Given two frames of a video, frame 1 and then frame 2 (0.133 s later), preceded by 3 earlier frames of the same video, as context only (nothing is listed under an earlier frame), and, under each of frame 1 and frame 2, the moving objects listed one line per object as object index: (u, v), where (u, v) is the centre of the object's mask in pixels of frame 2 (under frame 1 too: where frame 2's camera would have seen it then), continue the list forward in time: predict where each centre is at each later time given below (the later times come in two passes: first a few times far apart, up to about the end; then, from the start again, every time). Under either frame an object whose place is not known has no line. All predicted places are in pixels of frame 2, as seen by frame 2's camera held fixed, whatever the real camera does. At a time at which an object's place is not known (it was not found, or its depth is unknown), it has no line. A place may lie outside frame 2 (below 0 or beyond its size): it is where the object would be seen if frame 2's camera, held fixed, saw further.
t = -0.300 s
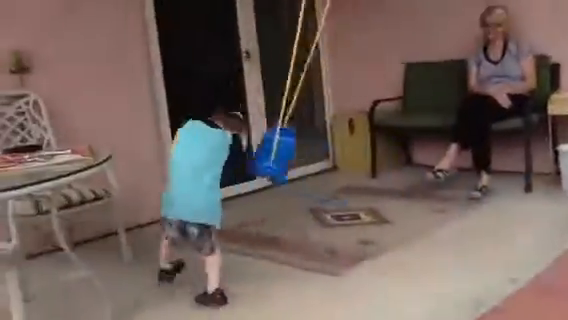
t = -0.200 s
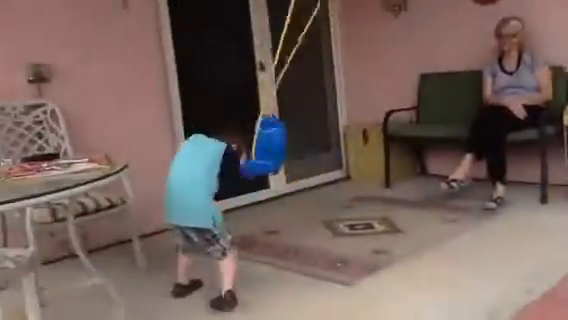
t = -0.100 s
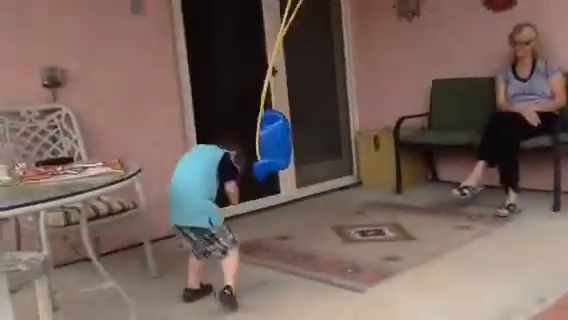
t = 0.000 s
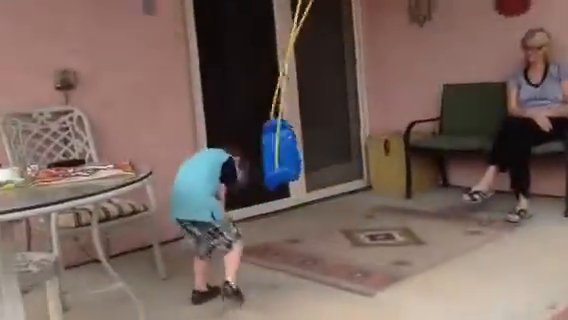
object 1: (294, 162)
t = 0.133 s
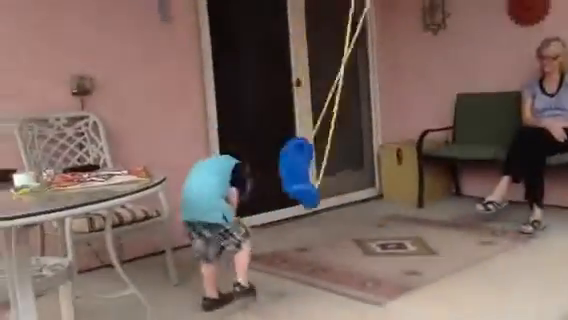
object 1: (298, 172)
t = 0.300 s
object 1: (327, 194)
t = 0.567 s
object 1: (447, 245)
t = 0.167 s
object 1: (304, 175)
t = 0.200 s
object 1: (309, 178)
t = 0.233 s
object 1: (315, 183)
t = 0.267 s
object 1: (321, 188)
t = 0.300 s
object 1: (327, 194)
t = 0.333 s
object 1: (337, 201)
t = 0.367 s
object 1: (349, 206)
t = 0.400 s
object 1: (363, 211)
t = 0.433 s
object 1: (378, 219)
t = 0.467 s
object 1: (392, 226)
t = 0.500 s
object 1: (408, 235)
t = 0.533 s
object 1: (426, 240)
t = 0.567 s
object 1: (447, 245)
